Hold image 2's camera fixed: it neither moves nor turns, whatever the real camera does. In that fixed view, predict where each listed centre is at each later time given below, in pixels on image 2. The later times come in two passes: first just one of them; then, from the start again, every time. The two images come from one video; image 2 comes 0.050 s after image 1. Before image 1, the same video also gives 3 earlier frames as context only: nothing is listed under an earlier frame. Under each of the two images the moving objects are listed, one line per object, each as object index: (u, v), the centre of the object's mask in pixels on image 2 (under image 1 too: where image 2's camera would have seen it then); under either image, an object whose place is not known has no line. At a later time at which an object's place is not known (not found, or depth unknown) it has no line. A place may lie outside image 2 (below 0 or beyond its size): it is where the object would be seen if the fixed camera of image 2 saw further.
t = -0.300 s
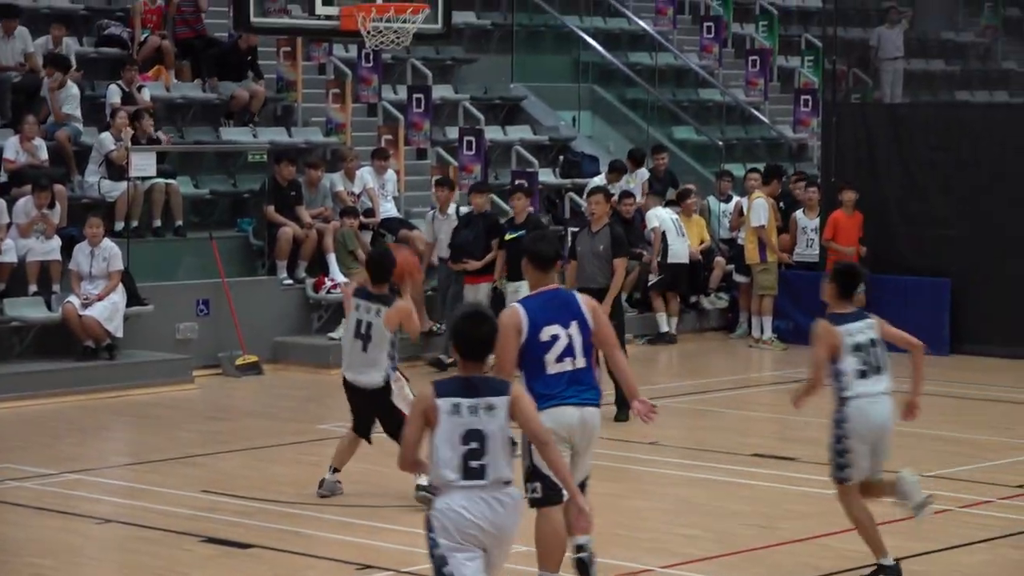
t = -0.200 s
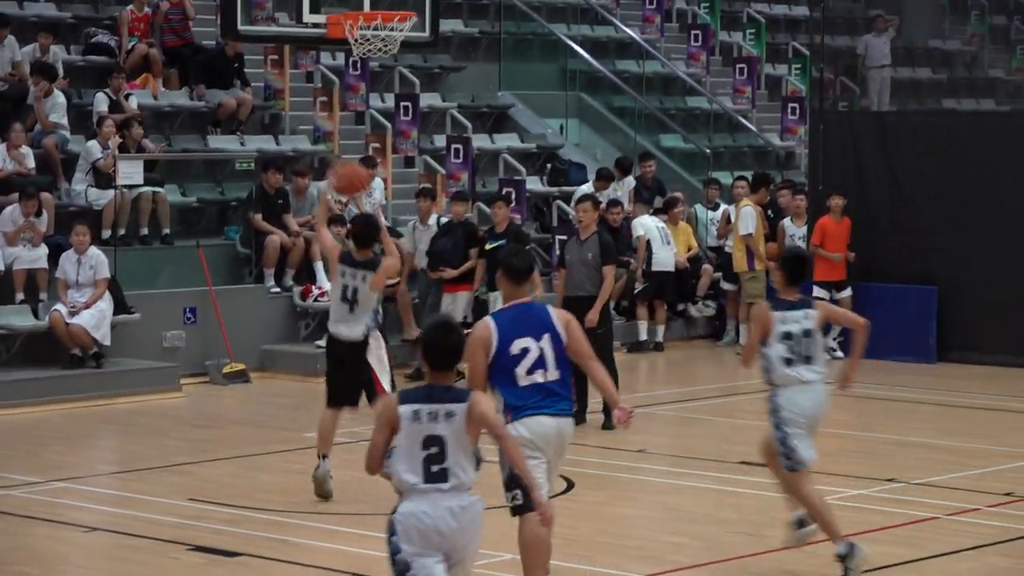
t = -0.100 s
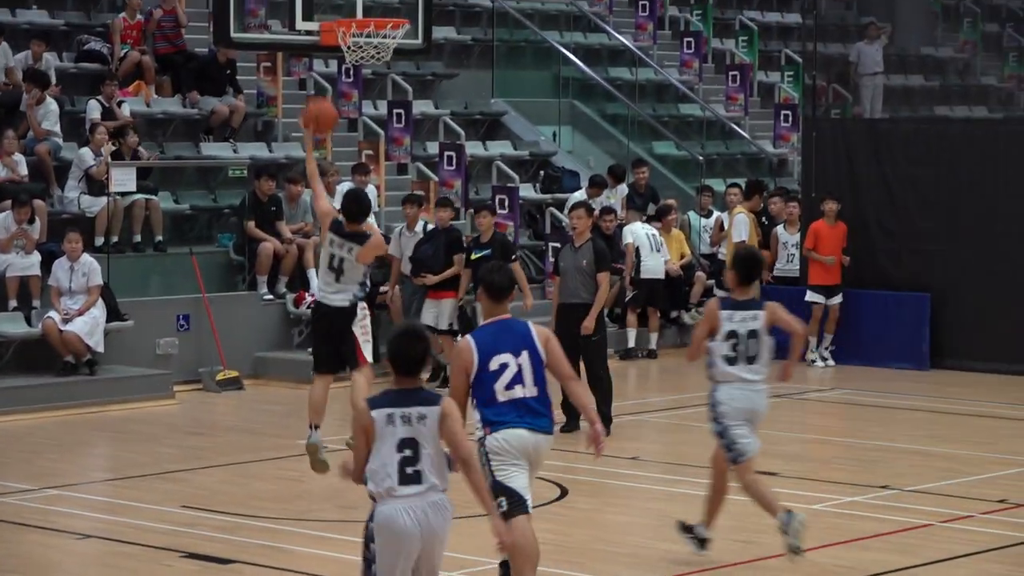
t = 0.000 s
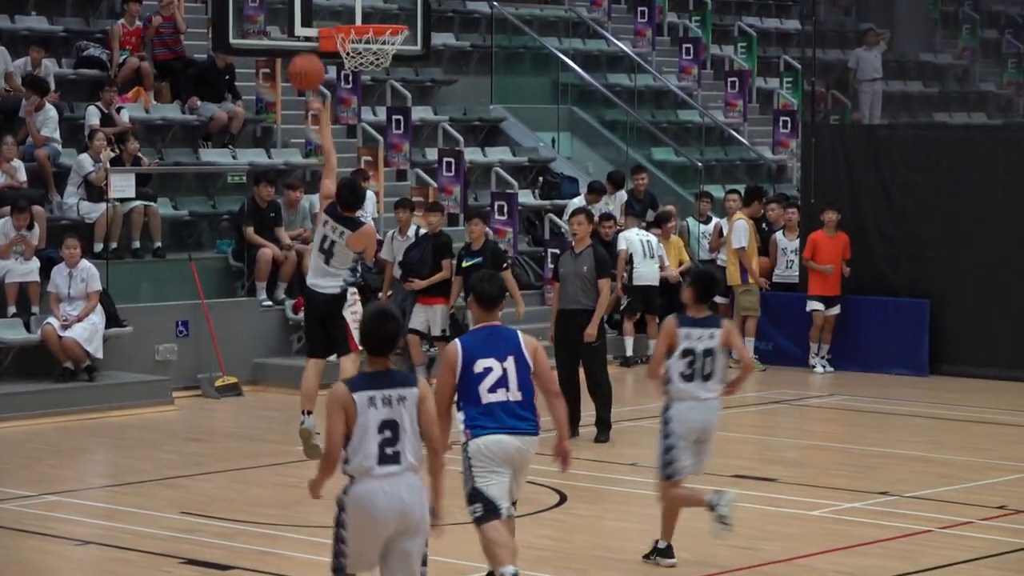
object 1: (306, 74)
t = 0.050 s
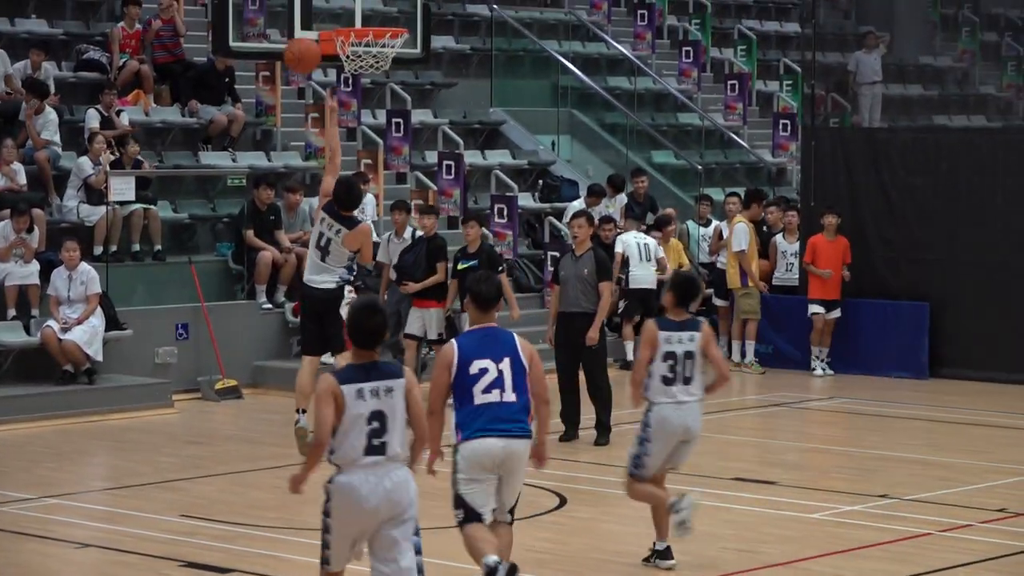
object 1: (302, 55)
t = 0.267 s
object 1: (310, 10)
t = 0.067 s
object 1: (301, 50)
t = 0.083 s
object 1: (300, 45)
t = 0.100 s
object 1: (299, 40)
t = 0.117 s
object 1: (298, 35)
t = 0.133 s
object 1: (296, 31)
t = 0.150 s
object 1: (295, 27)
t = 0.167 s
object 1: (294, 25)
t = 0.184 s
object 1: (295, 21)
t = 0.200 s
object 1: (298, 18)
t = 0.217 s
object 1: (301, 16)
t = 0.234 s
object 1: (303, 13)
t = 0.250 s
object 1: (306, 11)
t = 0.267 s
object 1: (310, 10)
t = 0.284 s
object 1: (313, 9)
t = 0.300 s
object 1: (315, 9)
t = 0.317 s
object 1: (318, 9)
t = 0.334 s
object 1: (321, 9)
